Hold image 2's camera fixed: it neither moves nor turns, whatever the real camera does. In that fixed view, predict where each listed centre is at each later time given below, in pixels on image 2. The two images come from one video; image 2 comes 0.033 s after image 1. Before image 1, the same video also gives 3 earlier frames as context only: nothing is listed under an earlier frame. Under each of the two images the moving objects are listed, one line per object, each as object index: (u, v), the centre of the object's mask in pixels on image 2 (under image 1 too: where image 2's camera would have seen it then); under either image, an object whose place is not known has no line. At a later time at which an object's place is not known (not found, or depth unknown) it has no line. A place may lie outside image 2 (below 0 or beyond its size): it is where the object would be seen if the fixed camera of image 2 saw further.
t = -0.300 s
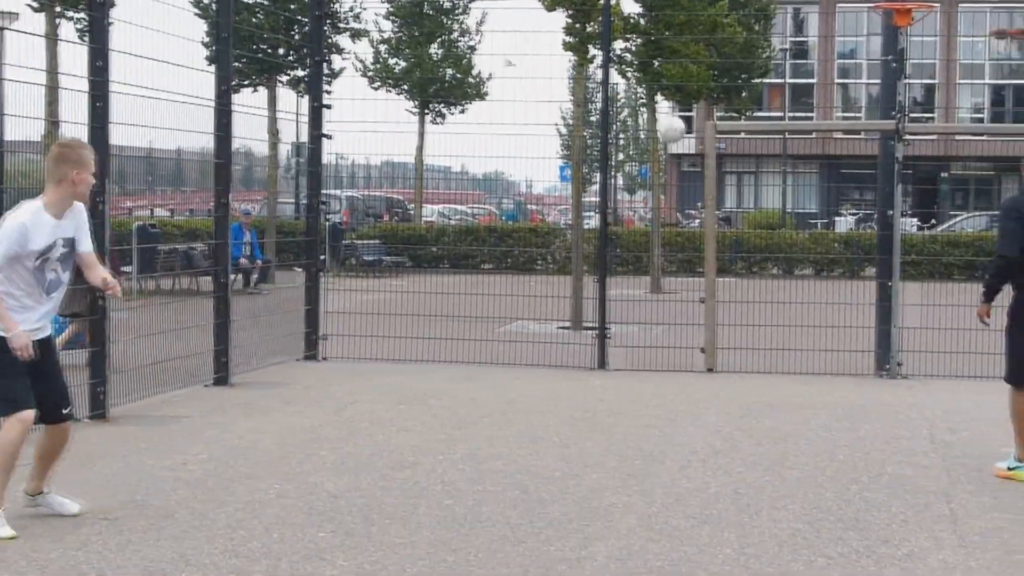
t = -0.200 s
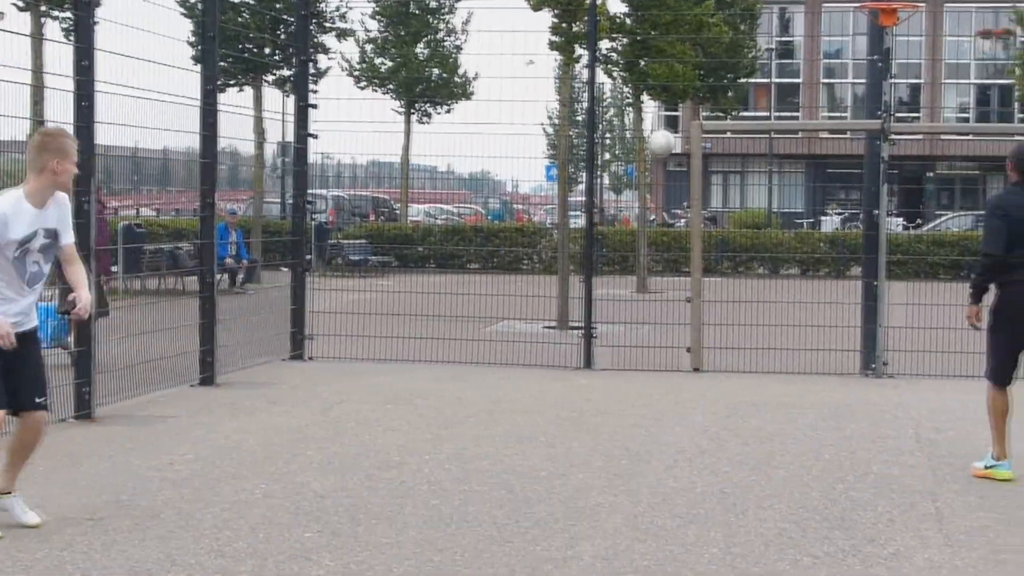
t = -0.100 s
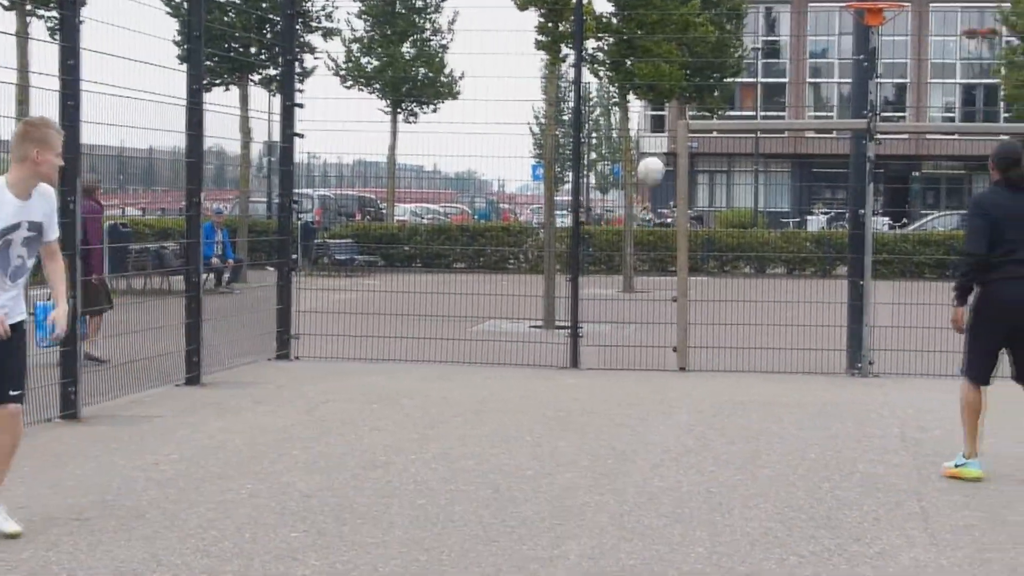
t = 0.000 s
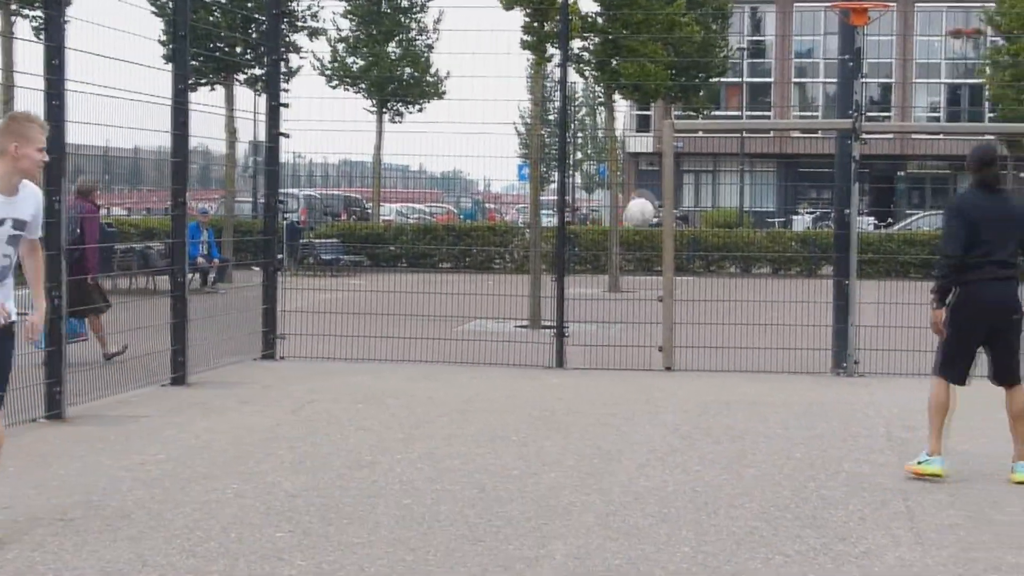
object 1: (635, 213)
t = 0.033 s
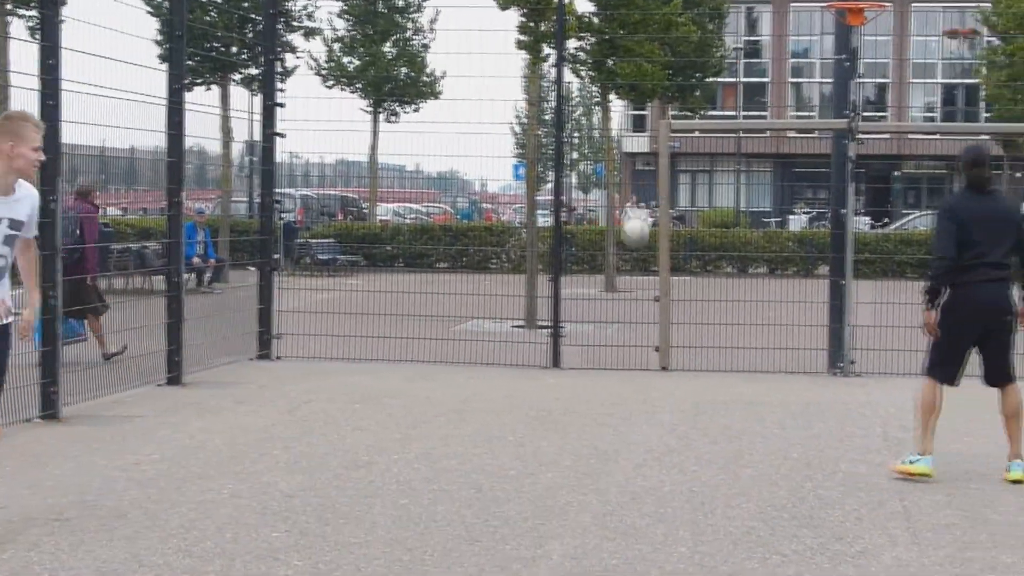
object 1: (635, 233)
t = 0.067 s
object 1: (638, 246)
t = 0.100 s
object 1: (638, 267)
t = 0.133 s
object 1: (640, 285)
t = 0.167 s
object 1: (640, 311)
